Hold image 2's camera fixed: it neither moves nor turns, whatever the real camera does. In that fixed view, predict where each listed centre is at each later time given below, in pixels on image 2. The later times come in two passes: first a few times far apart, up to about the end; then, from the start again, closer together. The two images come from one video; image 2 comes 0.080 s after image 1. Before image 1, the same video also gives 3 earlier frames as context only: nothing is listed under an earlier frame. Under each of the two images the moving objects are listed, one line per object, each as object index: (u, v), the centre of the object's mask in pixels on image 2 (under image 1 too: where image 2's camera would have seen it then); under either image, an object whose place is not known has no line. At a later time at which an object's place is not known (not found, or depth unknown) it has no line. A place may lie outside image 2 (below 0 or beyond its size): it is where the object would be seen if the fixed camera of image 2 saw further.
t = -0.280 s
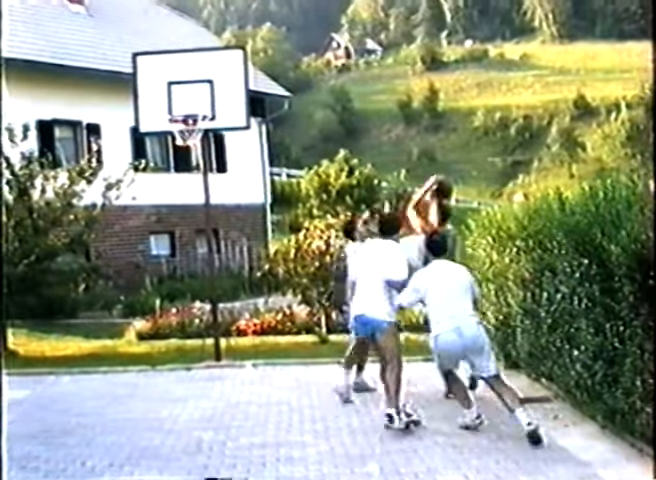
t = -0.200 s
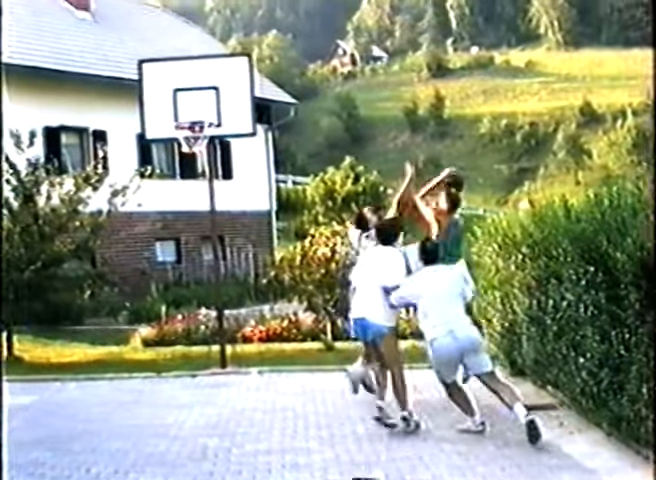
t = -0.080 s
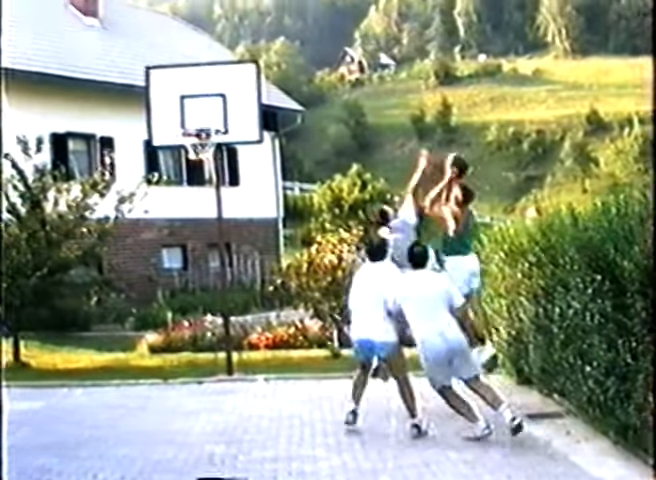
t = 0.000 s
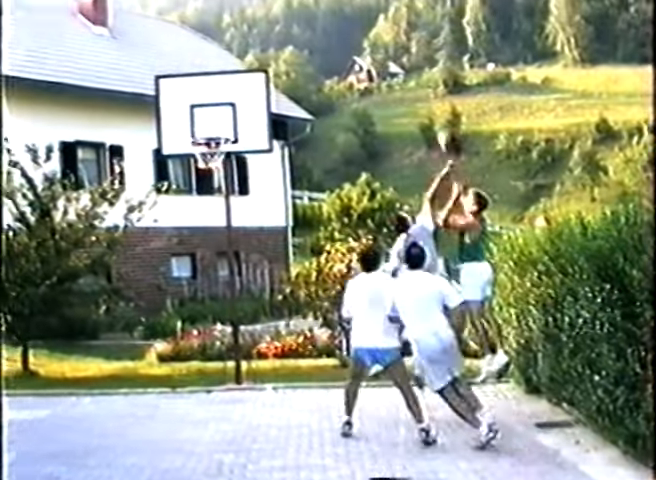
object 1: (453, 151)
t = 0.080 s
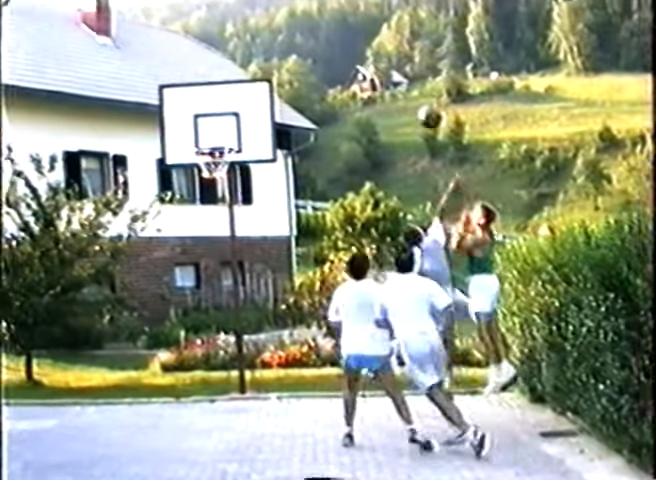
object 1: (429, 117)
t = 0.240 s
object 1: (385, 74)
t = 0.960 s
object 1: (237, 131)
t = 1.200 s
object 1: (237, 99)
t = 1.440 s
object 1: (240, 115)
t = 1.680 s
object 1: (258, 149)
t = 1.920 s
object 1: (286, 180)
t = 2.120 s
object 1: (306, 238)
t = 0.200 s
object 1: (396, 82)
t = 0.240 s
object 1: (385, 74)
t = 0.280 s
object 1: (375, 67)
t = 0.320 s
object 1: (365, 62)
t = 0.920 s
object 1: (237, 142)
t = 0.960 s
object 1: (237, 131)
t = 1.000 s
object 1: (237, 122)
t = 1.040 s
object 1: (237, 115)
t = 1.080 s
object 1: (237, 108)
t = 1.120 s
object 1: (237, 104)
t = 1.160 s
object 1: (237, 101)
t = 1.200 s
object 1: (237, 99)
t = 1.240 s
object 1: (237, 98)
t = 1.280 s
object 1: (237, 99)
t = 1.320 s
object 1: (237, 101)
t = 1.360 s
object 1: (239, 105)
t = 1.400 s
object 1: (240, 109)
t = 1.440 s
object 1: (240, 115)
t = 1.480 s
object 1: (240, 123)
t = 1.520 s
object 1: (241, 131)
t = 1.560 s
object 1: (241, 143)
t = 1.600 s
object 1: (246, 145)
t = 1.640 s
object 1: (253, 146)
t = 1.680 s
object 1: (258, 149)
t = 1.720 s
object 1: (266, 154)
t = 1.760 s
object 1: (271, 158)
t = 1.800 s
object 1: (275, 161)
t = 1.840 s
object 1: (277, 167)
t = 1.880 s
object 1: (282, 172)
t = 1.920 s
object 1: (286, 180)
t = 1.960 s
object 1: (291, 189)
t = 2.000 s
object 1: (295, 199)
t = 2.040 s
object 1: (300, 211)
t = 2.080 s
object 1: (309, 223)
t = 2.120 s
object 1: (306, 238)
